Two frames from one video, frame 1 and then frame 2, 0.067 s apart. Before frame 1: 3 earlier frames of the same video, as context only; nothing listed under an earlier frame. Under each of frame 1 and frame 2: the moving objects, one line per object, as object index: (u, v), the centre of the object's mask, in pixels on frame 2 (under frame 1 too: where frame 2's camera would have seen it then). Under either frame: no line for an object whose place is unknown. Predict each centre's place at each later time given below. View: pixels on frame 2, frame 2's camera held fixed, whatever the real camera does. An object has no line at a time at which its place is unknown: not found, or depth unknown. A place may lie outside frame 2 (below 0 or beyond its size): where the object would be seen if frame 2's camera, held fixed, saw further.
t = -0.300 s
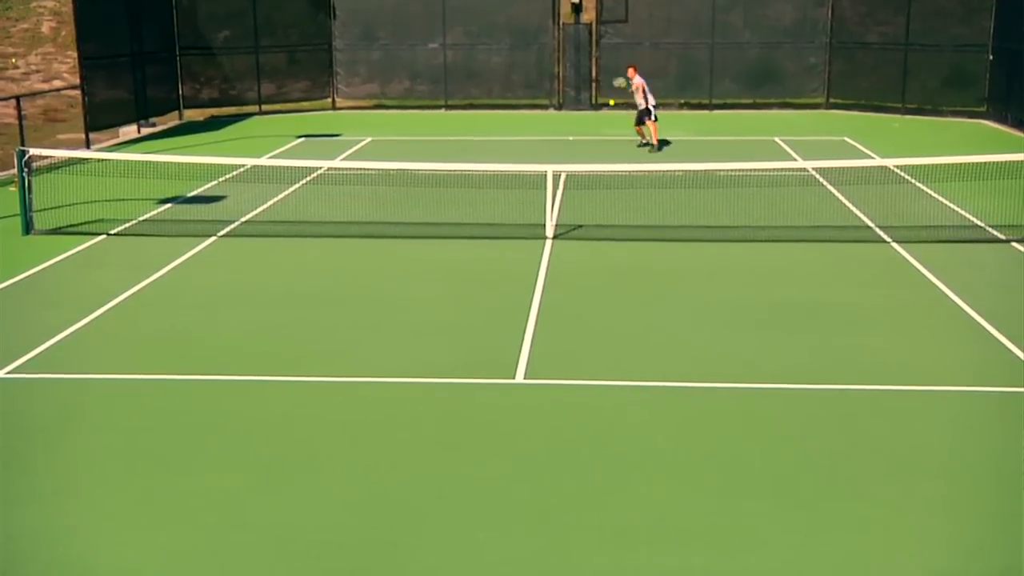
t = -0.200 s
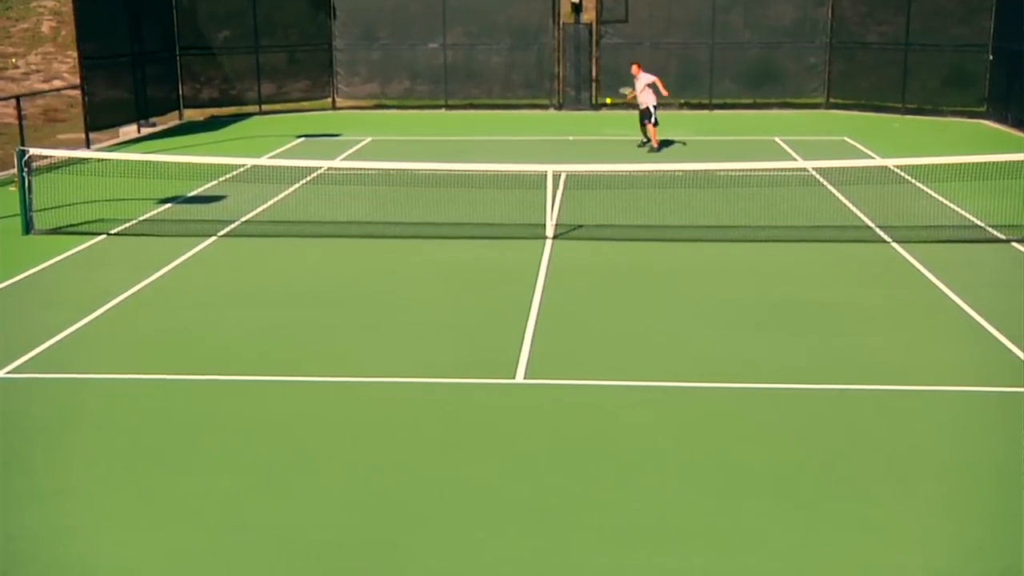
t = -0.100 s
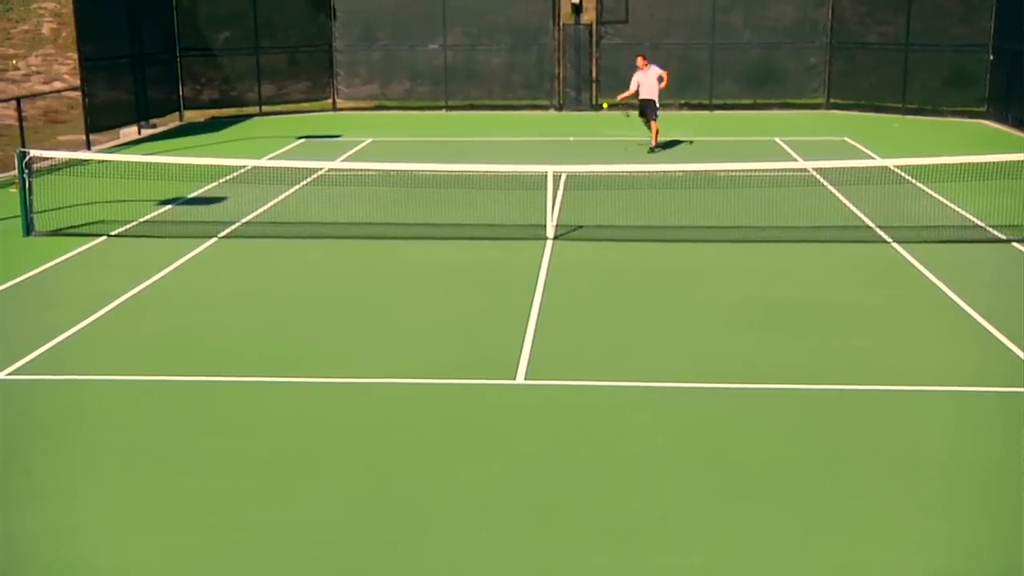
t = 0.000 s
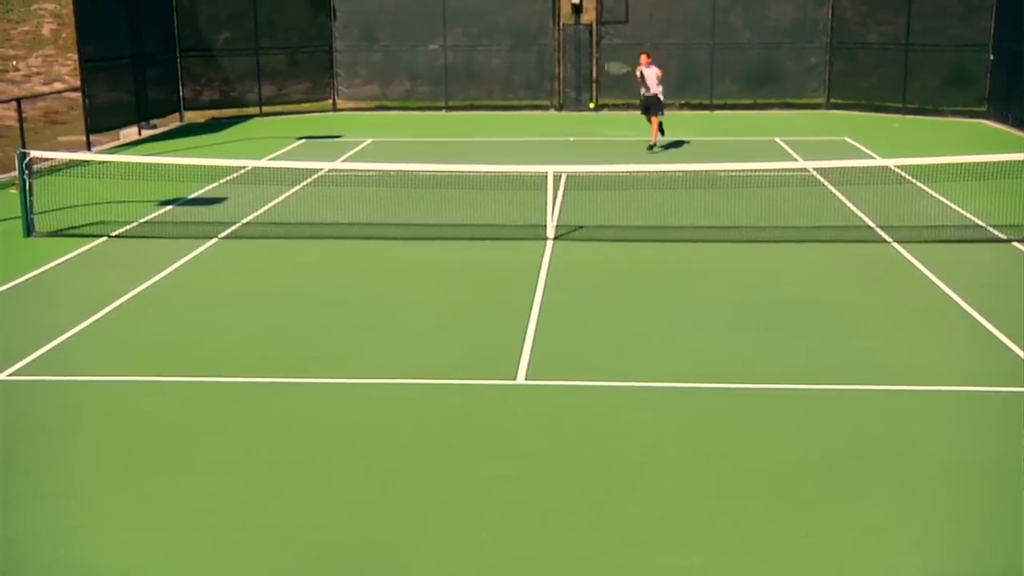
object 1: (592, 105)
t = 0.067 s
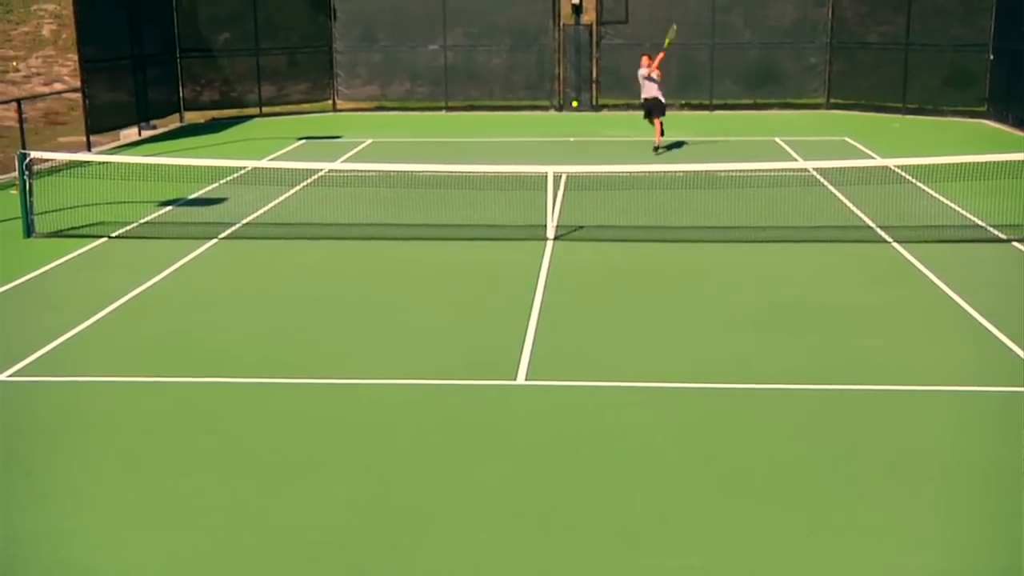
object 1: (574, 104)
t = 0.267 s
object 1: (509, 125)
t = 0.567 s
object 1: (338, 294)
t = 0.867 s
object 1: (18, 505)
